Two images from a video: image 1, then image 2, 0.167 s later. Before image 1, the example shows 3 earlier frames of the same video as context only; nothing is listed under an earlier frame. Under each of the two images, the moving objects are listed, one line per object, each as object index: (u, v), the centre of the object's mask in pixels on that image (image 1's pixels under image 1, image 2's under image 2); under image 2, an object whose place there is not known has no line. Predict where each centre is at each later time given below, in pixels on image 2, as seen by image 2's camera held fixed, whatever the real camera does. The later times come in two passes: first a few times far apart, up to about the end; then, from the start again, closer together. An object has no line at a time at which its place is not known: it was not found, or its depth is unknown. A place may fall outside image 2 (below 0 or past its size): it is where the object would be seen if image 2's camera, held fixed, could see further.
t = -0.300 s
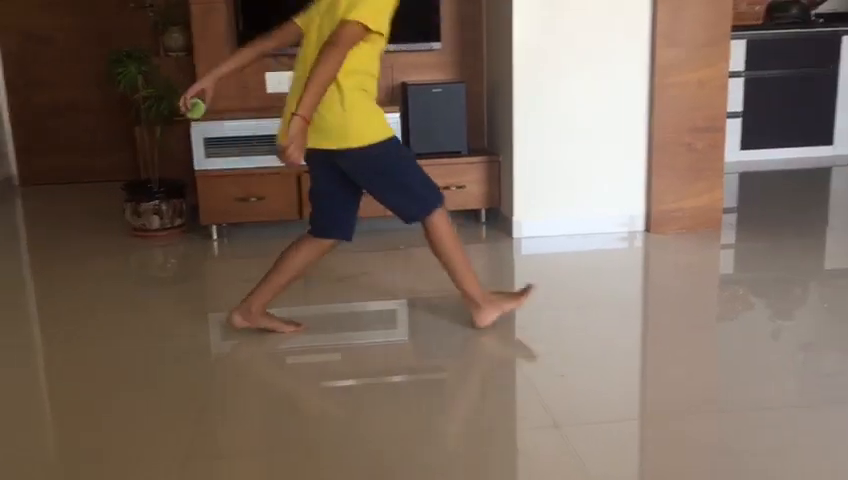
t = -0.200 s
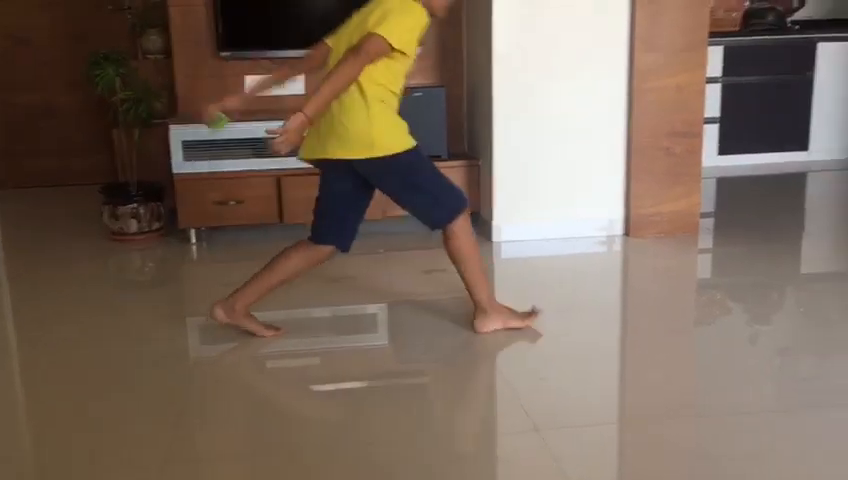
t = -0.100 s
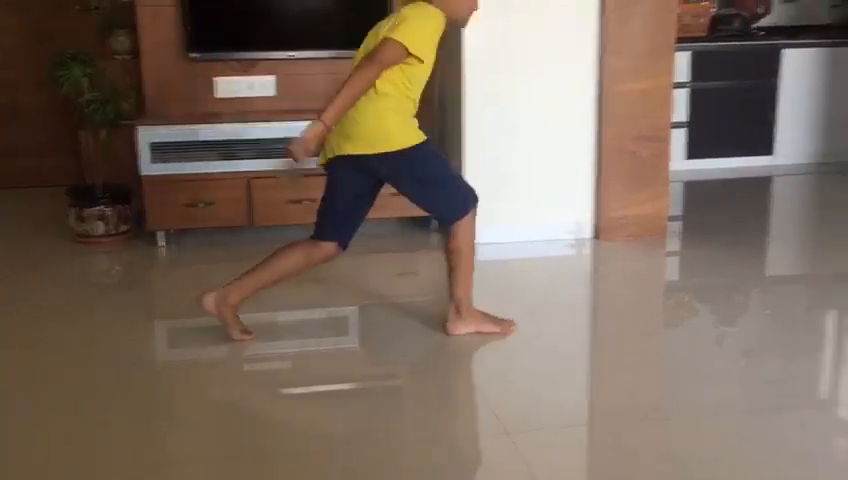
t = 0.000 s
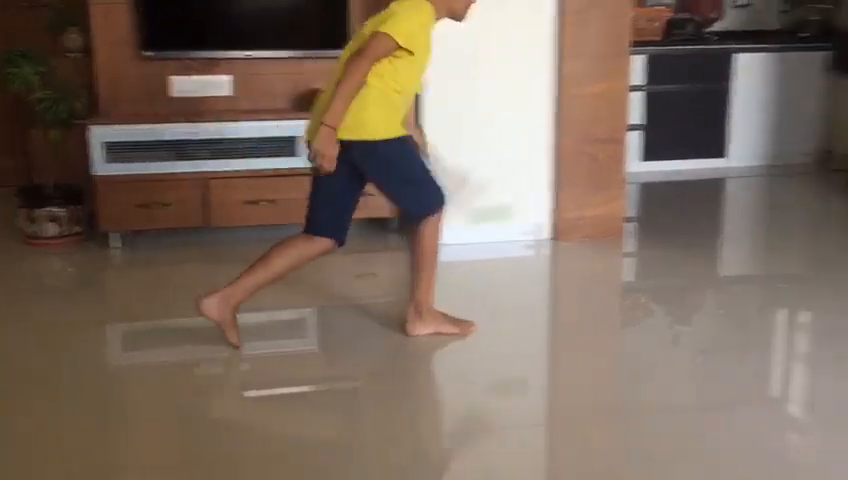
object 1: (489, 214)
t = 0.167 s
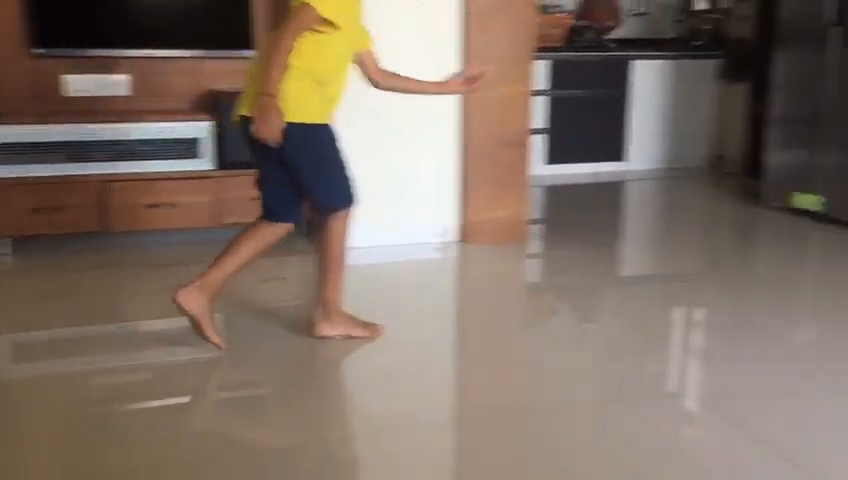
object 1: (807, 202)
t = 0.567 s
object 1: (854, 136)
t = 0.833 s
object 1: (512, 194)
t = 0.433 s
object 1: (990, 174)
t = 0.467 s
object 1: (957, 161)
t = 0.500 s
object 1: (927, 150)
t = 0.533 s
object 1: (888, 142)
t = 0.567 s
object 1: (854, 136)
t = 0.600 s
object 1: (816, 132)
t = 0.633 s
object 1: (777, 131)
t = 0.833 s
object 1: (512, 194)
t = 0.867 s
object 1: (462, 219)
